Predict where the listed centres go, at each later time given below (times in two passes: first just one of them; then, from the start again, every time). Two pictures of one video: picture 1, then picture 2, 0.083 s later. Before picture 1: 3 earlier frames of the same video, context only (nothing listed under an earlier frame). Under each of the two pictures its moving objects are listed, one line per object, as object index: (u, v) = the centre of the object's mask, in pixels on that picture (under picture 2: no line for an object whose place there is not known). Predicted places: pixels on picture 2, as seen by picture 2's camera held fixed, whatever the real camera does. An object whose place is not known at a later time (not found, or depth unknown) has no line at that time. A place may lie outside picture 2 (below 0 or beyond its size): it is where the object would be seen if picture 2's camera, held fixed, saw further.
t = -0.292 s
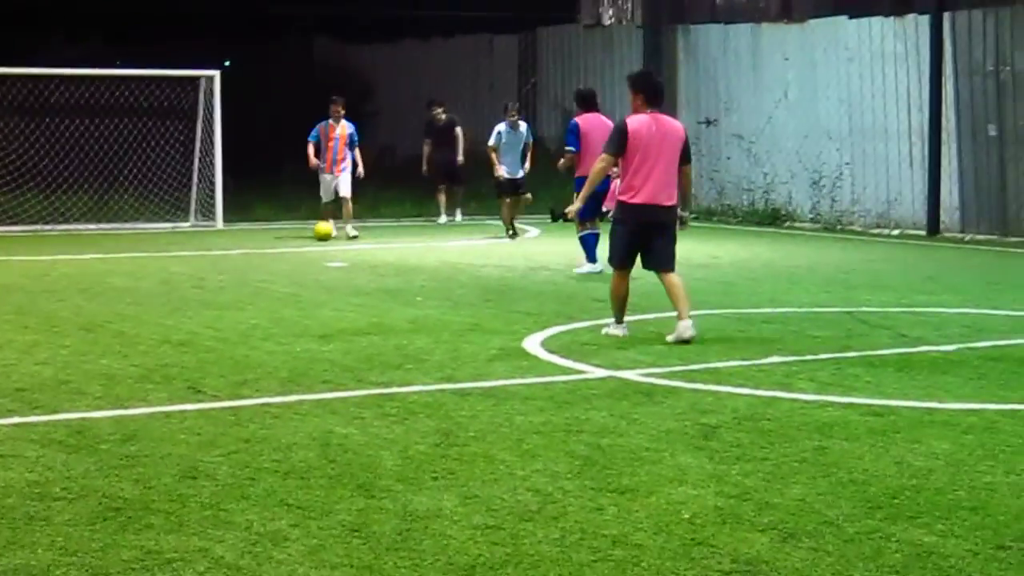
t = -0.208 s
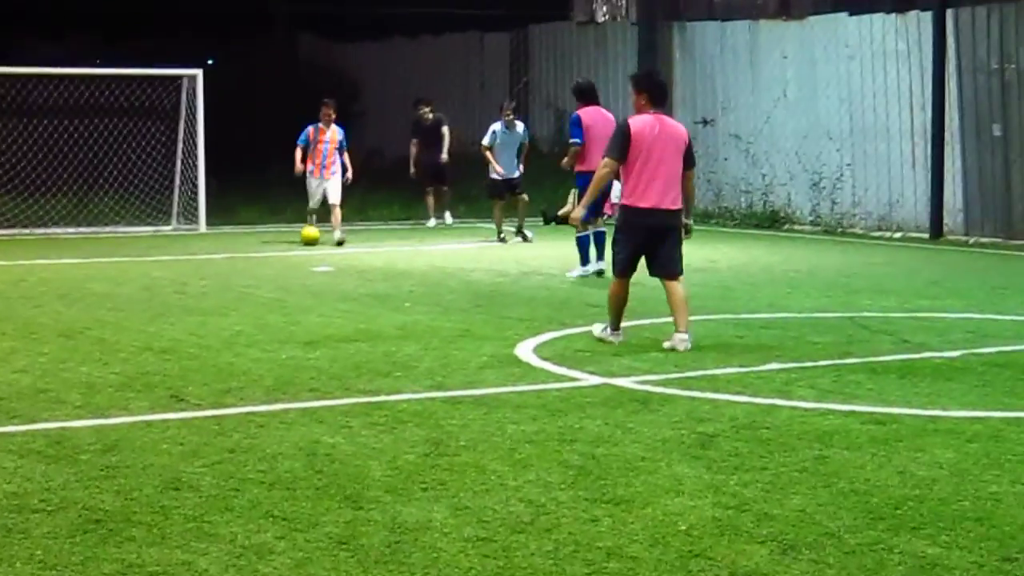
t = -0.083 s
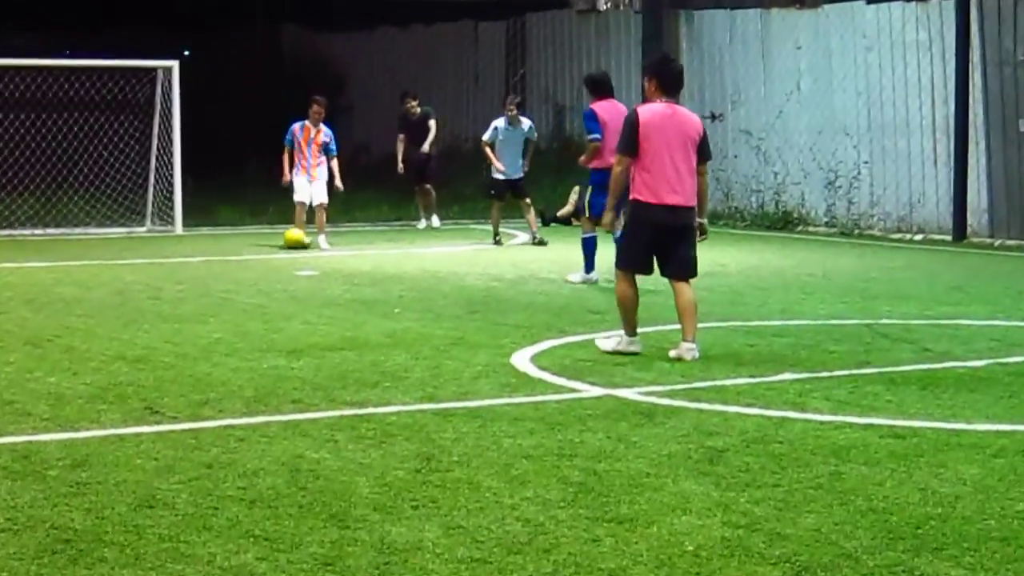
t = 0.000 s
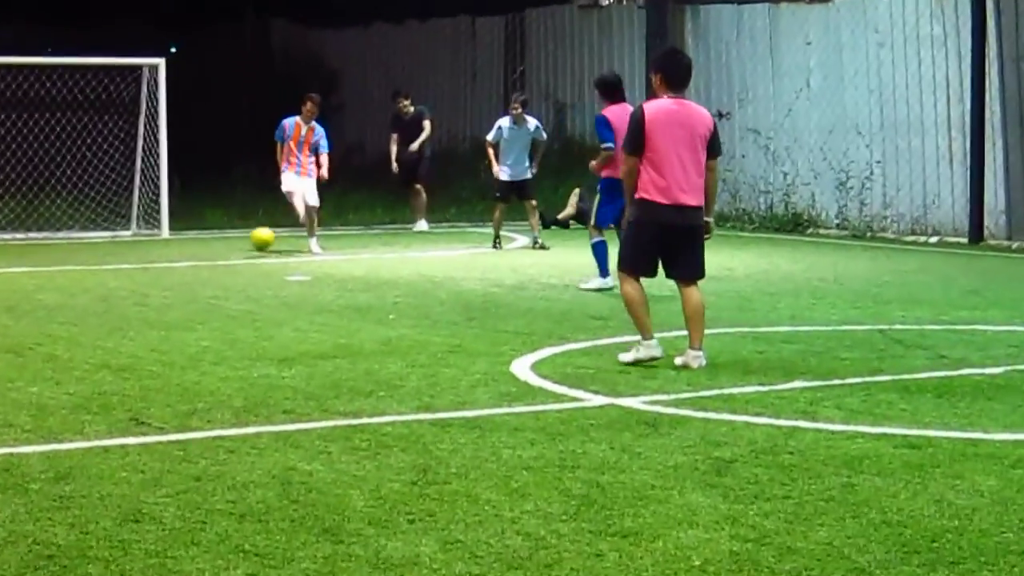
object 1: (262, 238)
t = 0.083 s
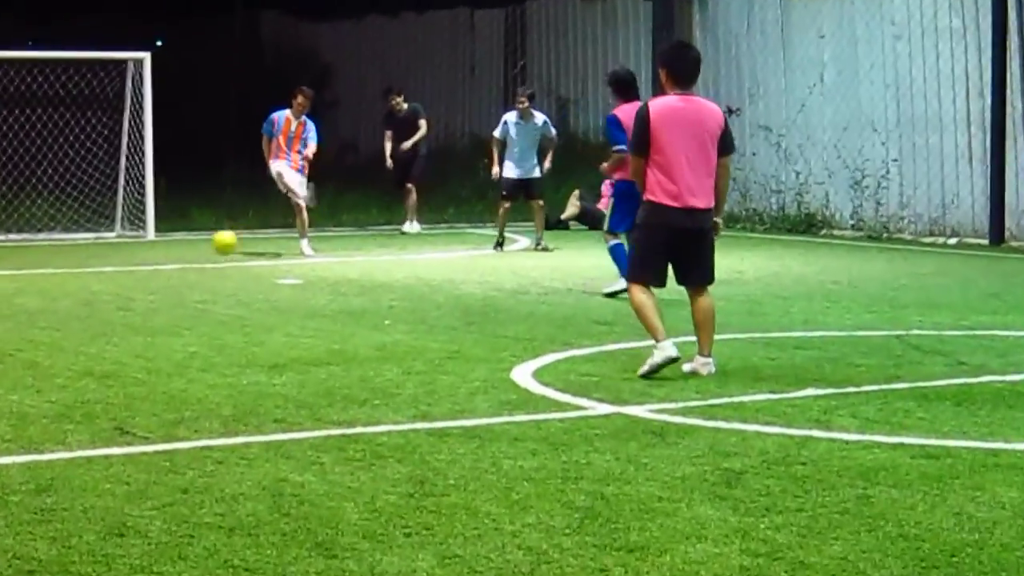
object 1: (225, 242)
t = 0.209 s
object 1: (177, 254)
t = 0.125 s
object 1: (207, 244)
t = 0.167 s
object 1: (192, 251)
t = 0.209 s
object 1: (177, 254)
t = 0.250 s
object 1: (163, 253)
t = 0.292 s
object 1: (146, 255)
